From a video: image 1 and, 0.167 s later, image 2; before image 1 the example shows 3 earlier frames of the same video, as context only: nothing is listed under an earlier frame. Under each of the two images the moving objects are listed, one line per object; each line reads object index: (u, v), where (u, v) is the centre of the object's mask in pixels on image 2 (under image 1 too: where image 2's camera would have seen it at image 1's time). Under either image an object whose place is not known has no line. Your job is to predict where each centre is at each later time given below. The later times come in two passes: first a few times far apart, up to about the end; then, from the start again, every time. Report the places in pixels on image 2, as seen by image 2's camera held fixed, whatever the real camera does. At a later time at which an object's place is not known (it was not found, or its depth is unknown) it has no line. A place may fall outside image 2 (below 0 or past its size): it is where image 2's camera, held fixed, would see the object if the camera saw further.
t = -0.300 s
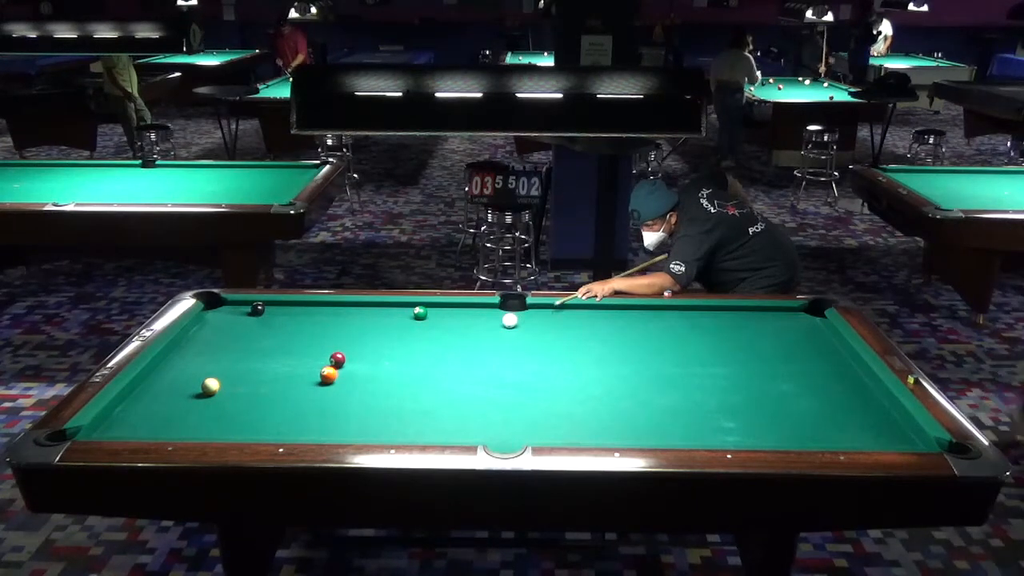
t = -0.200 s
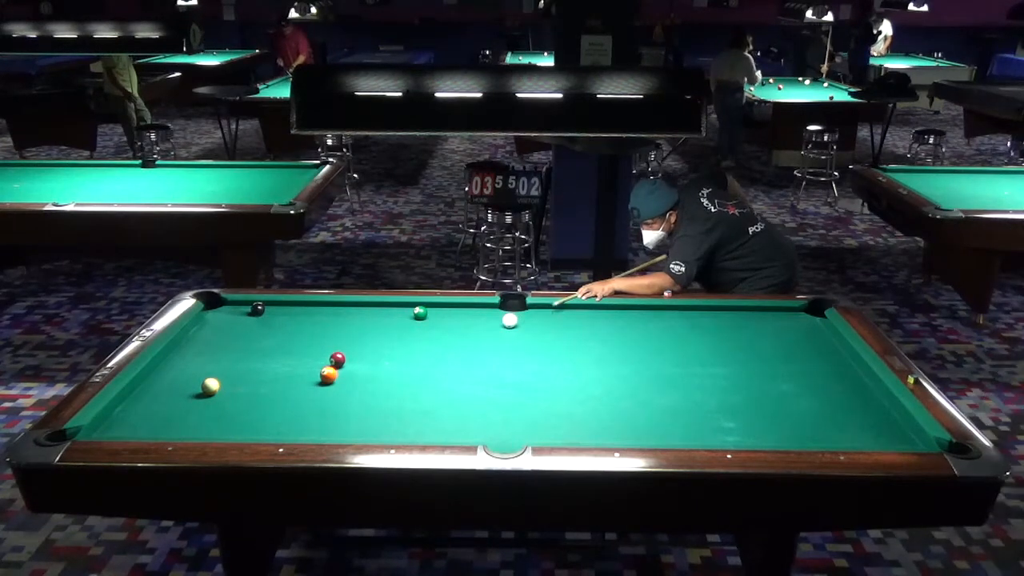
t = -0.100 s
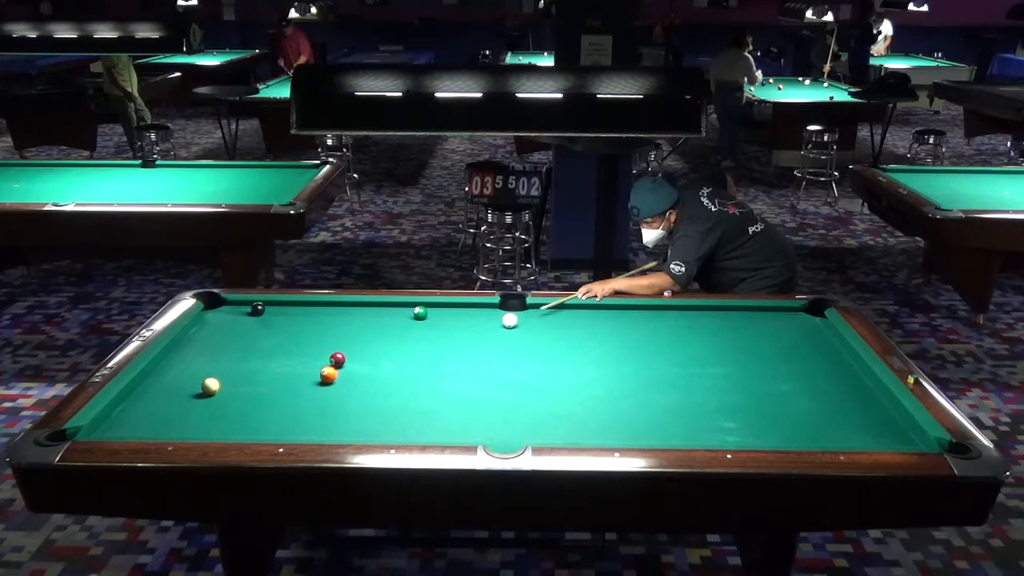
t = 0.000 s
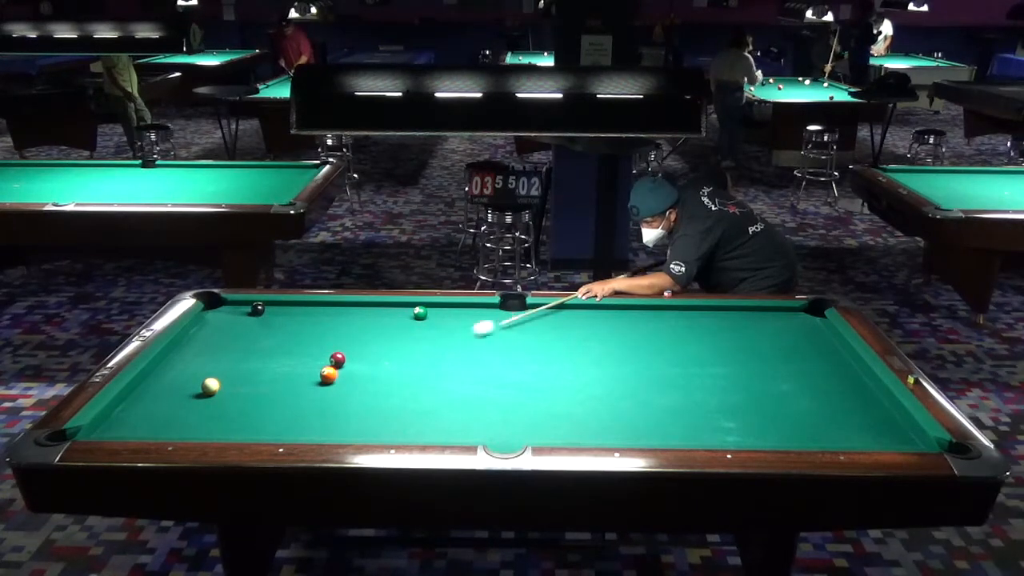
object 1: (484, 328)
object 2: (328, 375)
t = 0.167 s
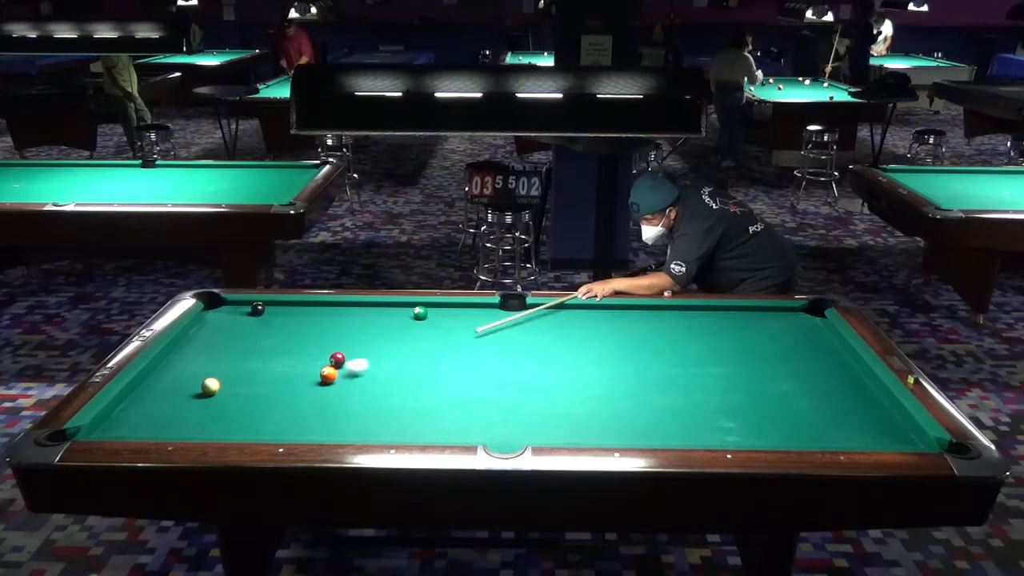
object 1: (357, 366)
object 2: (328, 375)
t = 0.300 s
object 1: (348, 377)
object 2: (233, 397)
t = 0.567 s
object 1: (330, 397)
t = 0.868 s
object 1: (303, 422)
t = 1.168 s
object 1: (294, 428)
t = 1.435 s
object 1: (303, 418)
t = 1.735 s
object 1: (312, 407)
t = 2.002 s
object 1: (320, 399)
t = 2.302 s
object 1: (327, 390)
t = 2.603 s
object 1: (333, 383)
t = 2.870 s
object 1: (338, 378)
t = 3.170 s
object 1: (342, 372)
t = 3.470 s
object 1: (345, 368)
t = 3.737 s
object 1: (347, 365)
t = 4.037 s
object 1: (349, 363)
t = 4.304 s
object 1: (351, 362)
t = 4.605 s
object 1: (352, 362)
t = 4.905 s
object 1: (352, 362)
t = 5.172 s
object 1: (352, 362)
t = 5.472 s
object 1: (352, 361)
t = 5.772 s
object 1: (352, 362)
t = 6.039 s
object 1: (352, 361)
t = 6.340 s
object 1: (352, 362)
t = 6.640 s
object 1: (352, 362)
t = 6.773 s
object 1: (352, 362)
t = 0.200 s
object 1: (345, 371)
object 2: (315, 377)
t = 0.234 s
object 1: (346, 374)
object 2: (288, 384)
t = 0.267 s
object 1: (348, 375)
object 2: (261, 390)
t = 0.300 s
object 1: (348, 377)
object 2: (233, 397)
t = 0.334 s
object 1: (347, 379)
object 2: (205, 403)
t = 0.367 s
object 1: (346, 382)
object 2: (178, 409)
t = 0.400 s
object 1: (344, 384)
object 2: (151, 416)
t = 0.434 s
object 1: (341, 386)
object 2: (123, 422)
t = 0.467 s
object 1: (338, 389)
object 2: (97, 427)
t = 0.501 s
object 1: (335, 392)
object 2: (71, 433)
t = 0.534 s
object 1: (332, 395)
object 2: (54, 440)
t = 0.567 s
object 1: (330, 397)
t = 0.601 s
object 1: (327, 400)
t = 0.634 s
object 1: (324, 403)
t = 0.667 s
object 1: (321, 405)
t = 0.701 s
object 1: (318, 408)
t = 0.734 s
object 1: (315, 411)
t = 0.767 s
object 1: (312, 413)
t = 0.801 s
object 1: (309, 416)
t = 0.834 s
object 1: (306, 419)
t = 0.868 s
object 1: (303, 422)
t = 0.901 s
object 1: (300, 425)
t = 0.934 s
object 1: (297, 427)
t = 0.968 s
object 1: (294, 429)
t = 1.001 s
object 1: (291, 431)
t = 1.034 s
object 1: (290, 432)
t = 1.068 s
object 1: (291, 431)
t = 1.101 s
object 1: (291, 430)
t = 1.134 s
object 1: (293, 429)
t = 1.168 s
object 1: (294, 428)
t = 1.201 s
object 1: (295, 428)
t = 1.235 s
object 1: (296, 427)
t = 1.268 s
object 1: (297, 426)
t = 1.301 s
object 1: (298, 424)
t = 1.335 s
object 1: (300, 423)
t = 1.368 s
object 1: (301, 421)
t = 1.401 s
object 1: (302, 420)
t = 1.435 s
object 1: (303, 418)
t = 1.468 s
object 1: (304, 417)
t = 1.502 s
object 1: (305, 416)
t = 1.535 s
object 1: (306, 415)
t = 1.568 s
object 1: (307, 413)
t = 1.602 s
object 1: (308, 412)
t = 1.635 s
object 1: (309, 411)
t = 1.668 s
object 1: (310, 410)
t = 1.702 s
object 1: (311, 408)
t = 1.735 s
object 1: (312, 407)
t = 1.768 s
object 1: (313, 406)
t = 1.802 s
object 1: (314, 405)
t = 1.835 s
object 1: (315, 404)
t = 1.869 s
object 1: (316, 403)
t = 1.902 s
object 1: (317, 402)
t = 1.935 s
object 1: (318, 401)
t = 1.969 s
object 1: (319, 400)
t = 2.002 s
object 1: (320, 399)
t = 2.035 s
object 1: (321, 398)
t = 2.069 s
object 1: (322, 397)
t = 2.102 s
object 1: (323, 396)
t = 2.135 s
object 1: (323, 395)
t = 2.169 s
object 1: (324, 394)
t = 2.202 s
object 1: (325, 393)
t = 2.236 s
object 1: (326, 392)
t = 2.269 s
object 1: (326, 391)
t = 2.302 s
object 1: (327, 390)
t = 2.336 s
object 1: (328, 390)
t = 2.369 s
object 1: (328, 389)
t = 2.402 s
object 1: (329, 388)
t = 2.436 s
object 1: (330, 387)
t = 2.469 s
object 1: (331, 386)
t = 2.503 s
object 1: (331, 385)
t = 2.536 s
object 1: (332, 385)
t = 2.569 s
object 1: (332, 384)
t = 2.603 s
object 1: (333, 383)
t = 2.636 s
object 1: (334, 382)
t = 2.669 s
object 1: (334, 382)
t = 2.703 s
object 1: (335, 381)
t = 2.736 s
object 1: (336, 380)
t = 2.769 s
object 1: (336, 380)
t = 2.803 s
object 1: (337, 379)
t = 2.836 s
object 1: (337, 379)
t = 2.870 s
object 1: (338, 378)
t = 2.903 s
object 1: (338, 377)
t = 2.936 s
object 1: (339, 376)
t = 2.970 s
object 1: (339, 376)
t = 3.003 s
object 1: (340, 375)
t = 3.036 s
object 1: (340, 375)
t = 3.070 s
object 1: (340, 374)
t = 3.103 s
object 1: (341, 374)
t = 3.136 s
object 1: (341, 373)
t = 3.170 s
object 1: (342, 372)
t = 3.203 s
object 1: (342, 372)
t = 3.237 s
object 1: (343, 371)
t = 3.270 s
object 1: (343, 371)
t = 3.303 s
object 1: (343, 370)
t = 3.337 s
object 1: (344, 370)
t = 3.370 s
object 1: (344, 369)
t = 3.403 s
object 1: (344, 369)
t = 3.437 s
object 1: (345, 369)
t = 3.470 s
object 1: (345, 368)
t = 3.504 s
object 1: (346, 368)
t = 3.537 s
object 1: (346, 367)
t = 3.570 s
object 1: (346, 367)
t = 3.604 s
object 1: (347, 366)
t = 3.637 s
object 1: (347, 366)
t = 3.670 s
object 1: (347, 366)
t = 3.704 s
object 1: (347, 366)
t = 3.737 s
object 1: (347, 365)
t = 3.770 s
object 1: (348, 365)
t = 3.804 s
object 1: (348, 364)
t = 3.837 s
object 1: (348, 364)
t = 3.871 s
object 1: (348, 364)
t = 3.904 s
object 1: (349, 363)
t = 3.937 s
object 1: (349, 363)
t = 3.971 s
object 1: (349, 363)
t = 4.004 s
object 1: (349, 363)
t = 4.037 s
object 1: (349, 363)
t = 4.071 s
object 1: (349, 363)
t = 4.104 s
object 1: (350, 363)
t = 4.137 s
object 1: (350, 363)
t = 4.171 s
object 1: (350, 362)
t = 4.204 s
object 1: (350, 362)
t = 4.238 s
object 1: (351, 362)
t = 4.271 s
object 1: (351, 362)
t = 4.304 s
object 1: (351, 362)
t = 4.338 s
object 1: (351, 362)
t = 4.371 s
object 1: (351, 362)
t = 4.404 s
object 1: (352, 362)
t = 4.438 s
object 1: (352, 362)
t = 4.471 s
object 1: (352, 362)
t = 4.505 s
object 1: (352, 362)
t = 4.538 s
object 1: (352, 362)
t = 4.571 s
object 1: (352, 362)
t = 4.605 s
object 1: (352, 362)
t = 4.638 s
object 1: (352, 362)
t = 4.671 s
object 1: (352, 362)
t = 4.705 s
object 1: (352, 362)
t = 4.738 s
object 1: (352, 362)
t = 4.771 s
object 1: (352, 362)
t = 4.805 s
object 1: (352, 362)
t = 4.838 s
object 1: (352, 362)
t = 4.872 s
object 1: (352, 362)
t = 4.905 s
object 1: (352, 362)
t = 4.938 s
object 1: (352, 362)
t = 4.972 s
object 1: (352, 362)
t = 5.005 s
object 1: (352, 362)
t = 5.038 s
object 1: (352, 362)
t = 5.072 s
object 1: (352, 362)
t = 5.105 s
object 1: (352, 362)
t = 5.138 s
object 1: (352, 362)
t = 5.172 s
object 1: (352, 362)
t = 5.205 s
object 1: (352, 362)
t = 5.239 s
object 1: (352, 362)
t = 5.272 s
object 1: (352, 361)
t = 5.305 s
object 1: (352, 362)
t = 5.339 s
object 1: (352, 362)
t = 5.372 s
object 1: (352, 362)
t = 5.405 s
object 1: (352, 362)
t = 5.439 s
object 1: (352, 362)
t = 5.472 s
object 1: (352, 361)
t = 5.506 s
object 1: (352, 362)
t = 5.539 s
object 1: (352, 362)
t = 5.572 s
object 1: (352, 361)
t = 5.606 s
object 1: (352, 362)
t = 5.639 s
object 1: (352, 362)
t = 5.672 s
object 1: (352, 362)
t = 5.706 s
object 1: (352, 362)
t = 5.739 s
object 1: (352, 361)
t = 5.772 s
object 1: (352, 362)
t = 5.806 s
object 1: (352, 362)
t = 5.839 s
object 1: (352, 362)
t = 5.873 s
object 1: (352, 362)
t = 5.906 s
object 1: (352, 362)
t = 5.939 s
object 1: (352, 362)
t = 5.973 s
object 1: (352, 362)
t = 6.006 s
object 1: (352, 362)
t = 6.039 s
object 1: (352, 361)
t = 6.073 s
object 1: (352, 362)
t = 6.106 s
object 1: (352, 362)
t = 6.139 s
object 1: (352, 362)
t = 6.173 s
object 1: (352, 361)
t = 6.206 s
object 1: (352, 362)
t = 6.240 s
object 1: (352, 362)
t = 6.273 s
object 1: (352, 362)
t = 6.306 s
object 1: (352, 362)
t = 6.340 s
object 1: (352, 362)
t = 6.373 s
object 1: (352, 362)
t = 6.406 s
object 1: (352, 362)
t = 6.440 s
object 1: (352, 362)
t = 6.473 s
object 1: (352, 362)
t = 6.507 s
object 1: (352, 362)
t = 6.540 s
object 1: (352, 362)
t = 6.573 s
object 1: (352, 362)
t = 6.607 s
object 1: (352, 362)
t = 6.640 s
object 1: (352, 362)
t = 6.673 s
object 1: (352, 362)
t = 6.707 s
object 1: (352, 362)
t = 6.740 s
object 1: (352, 362)
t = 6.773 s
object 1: (352, 362)
